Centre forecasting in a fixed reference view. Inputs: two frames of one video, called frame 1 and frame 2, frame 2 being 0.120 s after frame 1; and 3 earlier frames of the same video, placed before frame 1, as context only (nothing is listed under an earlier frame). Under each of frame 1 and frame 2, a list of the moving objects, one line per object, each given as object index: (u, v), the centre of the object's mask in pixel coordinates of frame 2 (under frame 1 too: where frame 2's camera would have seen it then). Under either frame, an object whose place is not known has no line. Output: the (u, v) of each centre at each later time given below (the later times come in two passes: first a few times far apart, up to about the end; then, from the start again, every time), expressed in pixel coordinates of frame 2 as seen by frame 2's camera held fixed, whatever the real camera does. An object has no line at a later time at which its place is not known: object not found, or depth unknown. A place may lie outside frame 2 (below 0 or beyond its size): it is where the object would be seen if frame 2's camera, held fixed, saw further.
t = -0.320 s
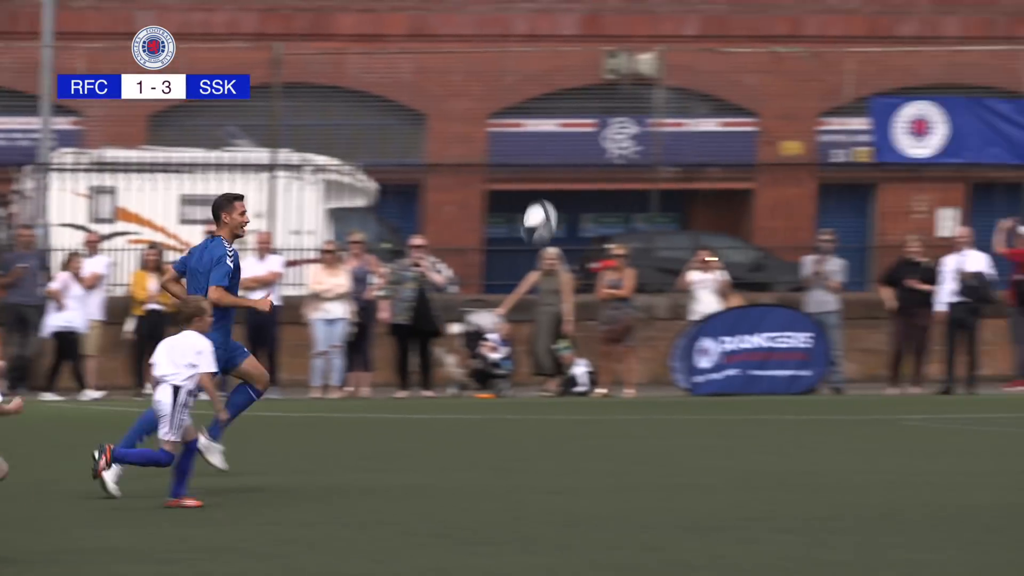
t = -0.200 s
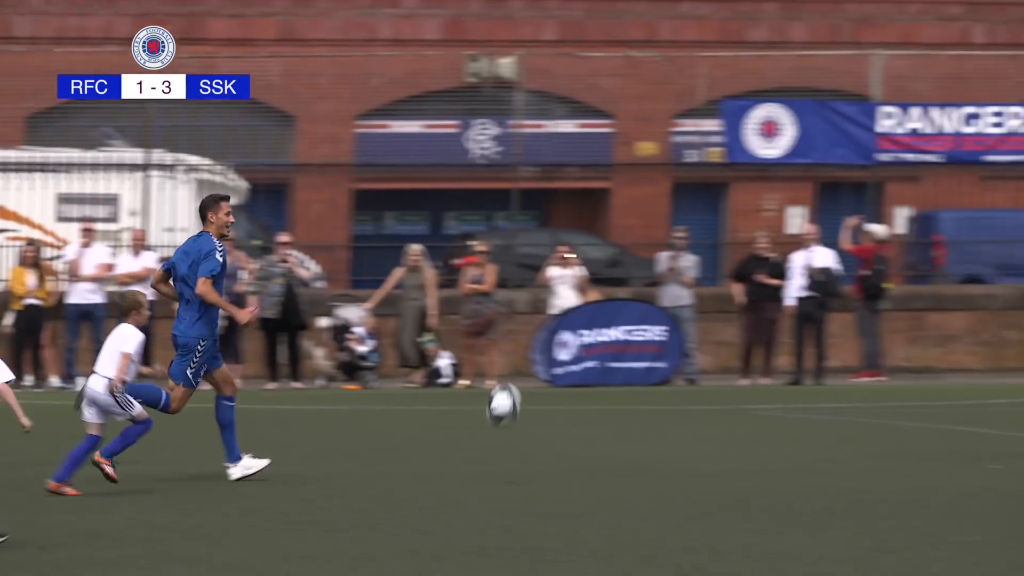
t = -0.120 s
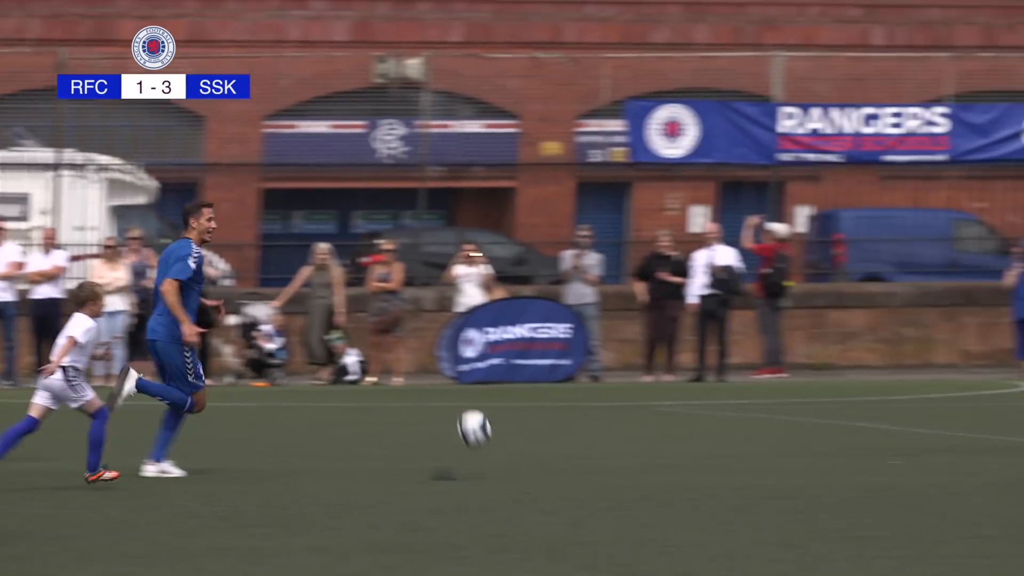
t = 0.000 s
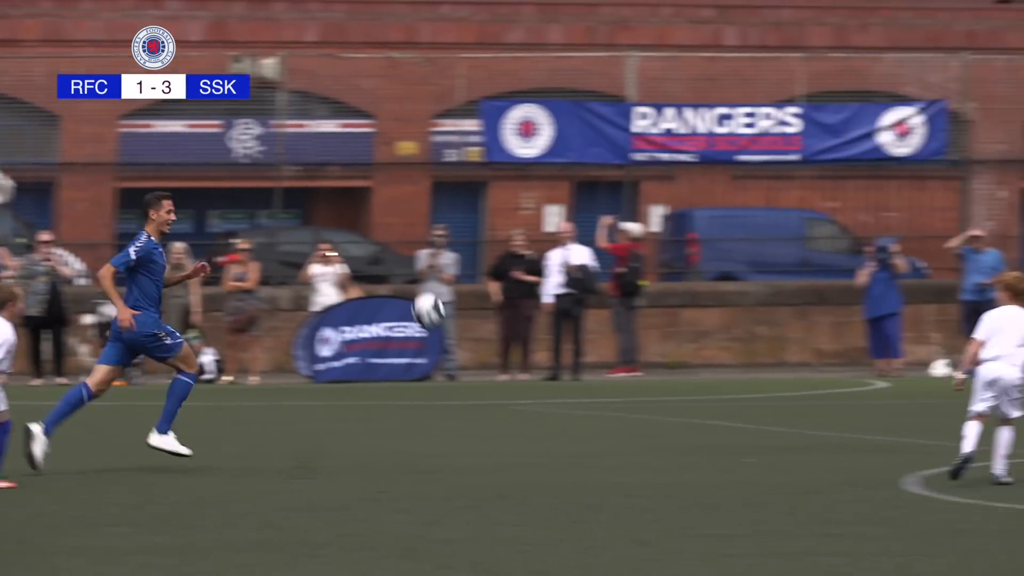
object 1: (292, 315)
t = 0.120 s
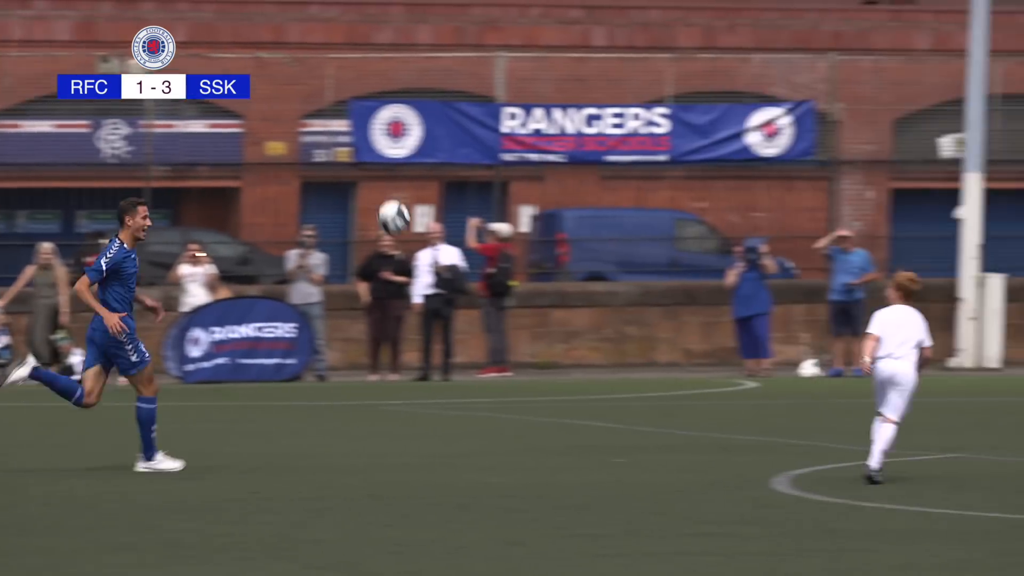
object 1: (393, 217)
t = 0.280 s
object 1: (520, 128)
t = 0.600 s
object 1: (755, 71)
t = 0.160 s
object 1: (426, 192)
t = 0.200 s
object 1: (458, 170)
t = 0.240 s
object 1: (490, 148)
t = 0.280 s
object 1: (520, 128)
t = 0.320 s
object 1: (551, 112)
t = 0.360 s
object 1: (581, 100)
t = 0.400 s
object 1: (611, 89)
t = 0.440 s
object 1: (640, 82)
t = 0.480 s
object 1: (669, 76)
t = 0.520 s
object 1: (698, 72)
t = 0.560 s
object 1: (726, 71)
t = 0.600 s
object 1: (755, 71)
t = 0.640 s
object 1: (783, 74)
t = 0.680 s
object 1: (811, 79)
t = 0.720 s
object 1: (839, 86)
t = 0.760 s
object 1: (866, 95)
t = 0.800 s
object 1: (893, 106)
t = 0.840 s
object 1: (921, 120)
